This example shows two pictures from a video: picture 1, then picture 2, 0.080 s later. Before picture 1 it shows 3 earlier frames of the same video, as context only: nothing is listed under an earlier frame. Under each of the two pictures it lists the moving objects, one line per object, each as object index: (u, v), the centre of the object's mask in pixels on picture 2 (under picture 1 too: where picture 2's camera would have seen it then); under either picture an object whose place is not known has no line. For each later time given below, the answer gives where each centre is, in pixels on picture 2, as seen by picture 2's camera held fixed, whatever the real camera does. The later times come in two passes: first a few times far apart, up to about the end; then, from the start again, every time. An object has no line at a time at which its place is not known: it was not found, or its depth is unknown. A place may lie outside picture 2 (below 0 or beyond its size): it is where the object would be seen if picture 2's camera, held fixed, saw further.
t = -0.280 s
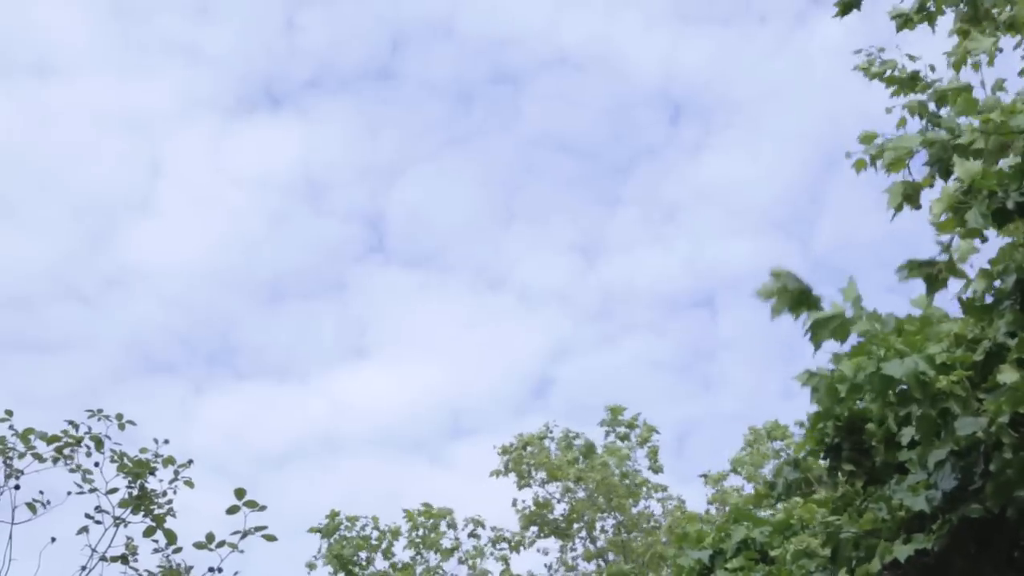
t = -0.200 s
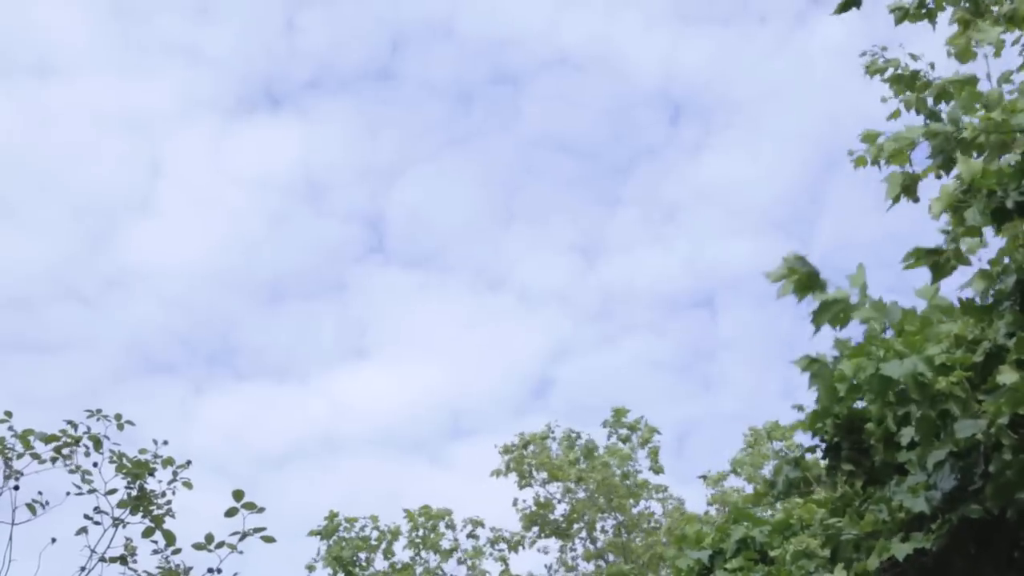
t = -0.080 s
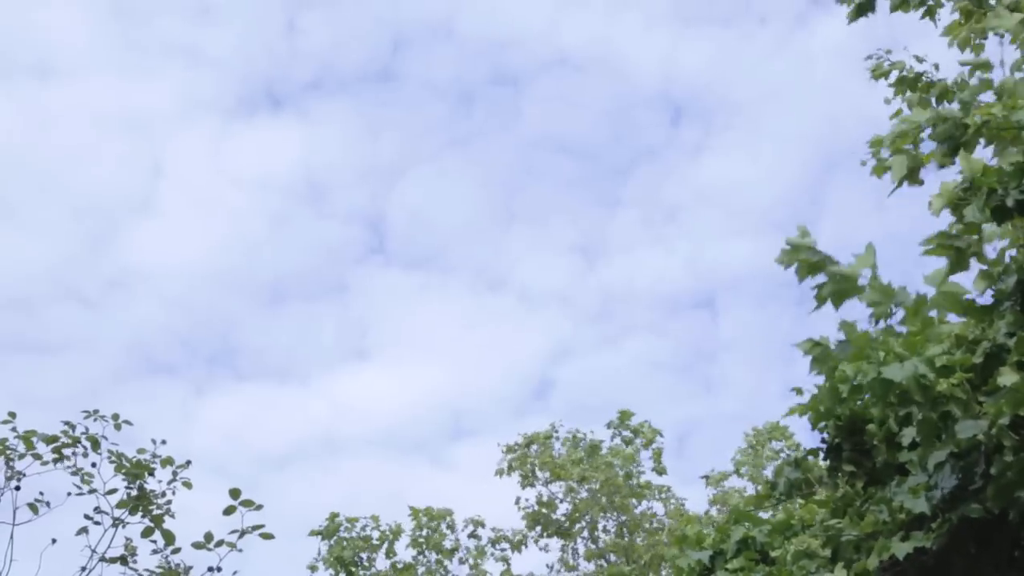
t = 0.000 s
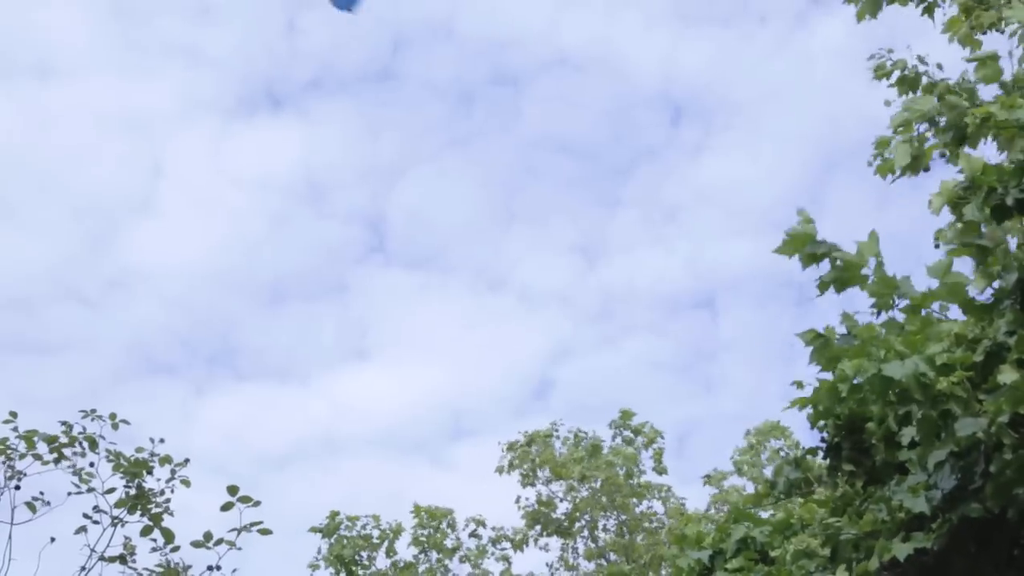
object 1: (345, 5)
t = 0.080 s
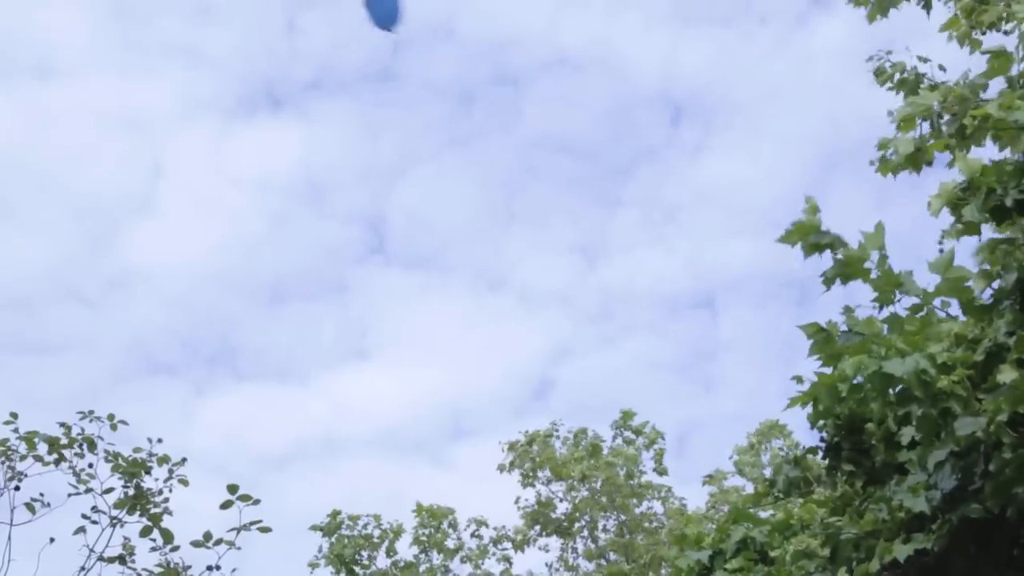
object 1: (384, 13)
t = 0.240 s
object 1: (469, 21)
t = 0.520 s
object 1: (602, 38)
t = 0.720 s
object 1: (674, 93)
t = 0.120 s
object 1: (405, 15)
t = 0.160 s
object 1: (428, 17)
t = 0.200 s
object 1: (448, 19)
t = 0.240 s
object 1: (469, 21)
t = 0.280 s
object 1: (490, 24)
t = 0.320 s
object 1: (512, 26)
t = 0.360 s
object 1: (533, 28)
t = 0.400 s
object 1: (553, 30)
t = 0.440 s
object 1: (572, 32)
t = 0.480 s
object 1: (587, 34)
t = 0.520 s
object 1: (602, 38)
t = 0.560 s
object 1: (619, 49)
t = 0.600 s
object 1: (635, 61)
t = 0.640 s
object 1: (649, 72)
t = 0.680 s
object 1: (663, 84)
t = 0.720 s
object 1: (674, 93)
